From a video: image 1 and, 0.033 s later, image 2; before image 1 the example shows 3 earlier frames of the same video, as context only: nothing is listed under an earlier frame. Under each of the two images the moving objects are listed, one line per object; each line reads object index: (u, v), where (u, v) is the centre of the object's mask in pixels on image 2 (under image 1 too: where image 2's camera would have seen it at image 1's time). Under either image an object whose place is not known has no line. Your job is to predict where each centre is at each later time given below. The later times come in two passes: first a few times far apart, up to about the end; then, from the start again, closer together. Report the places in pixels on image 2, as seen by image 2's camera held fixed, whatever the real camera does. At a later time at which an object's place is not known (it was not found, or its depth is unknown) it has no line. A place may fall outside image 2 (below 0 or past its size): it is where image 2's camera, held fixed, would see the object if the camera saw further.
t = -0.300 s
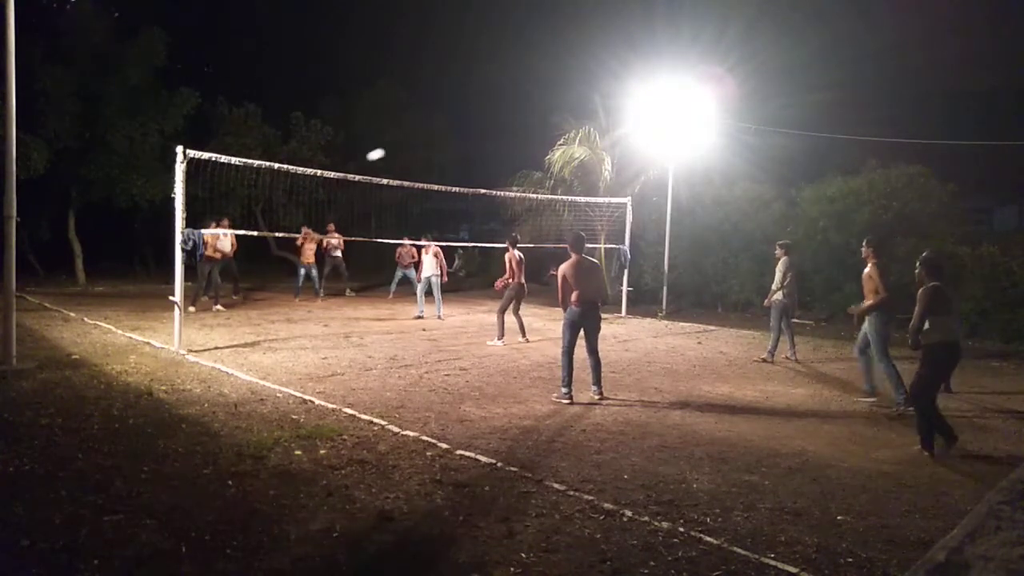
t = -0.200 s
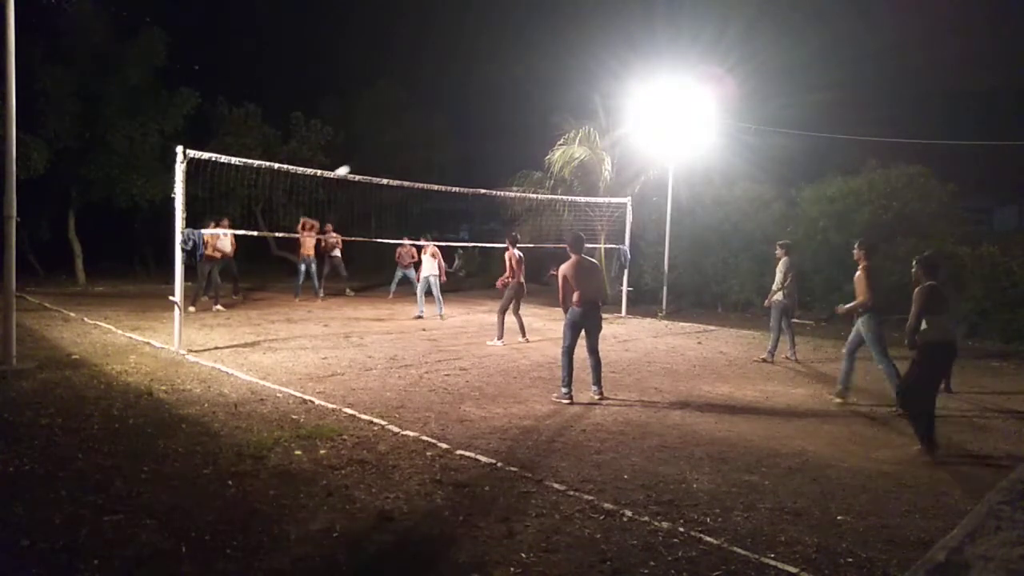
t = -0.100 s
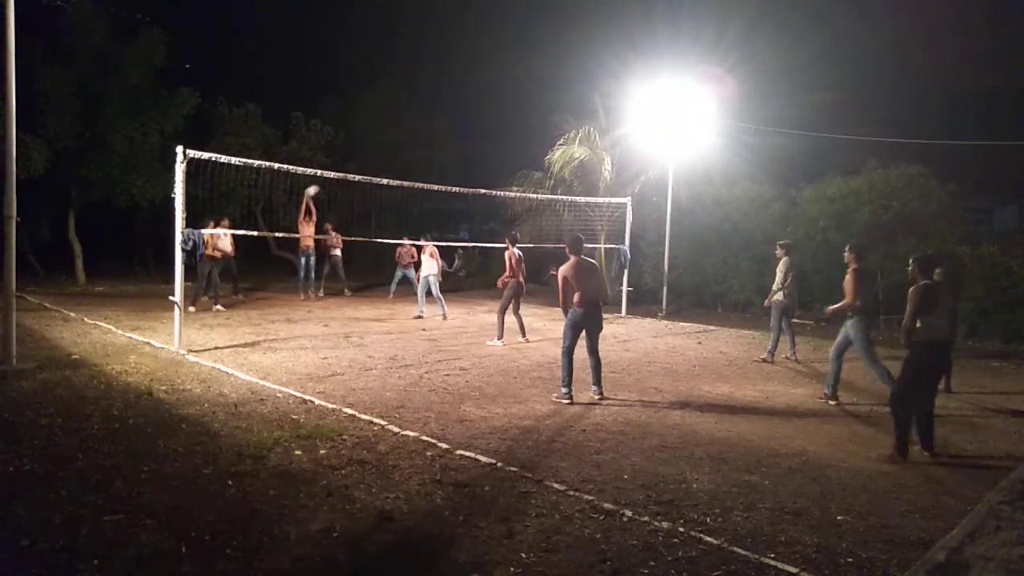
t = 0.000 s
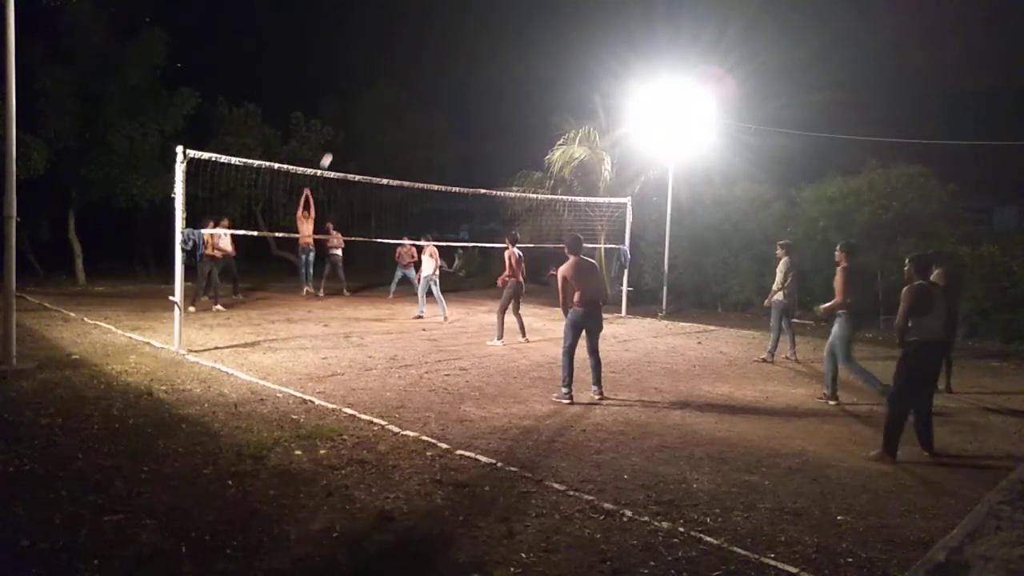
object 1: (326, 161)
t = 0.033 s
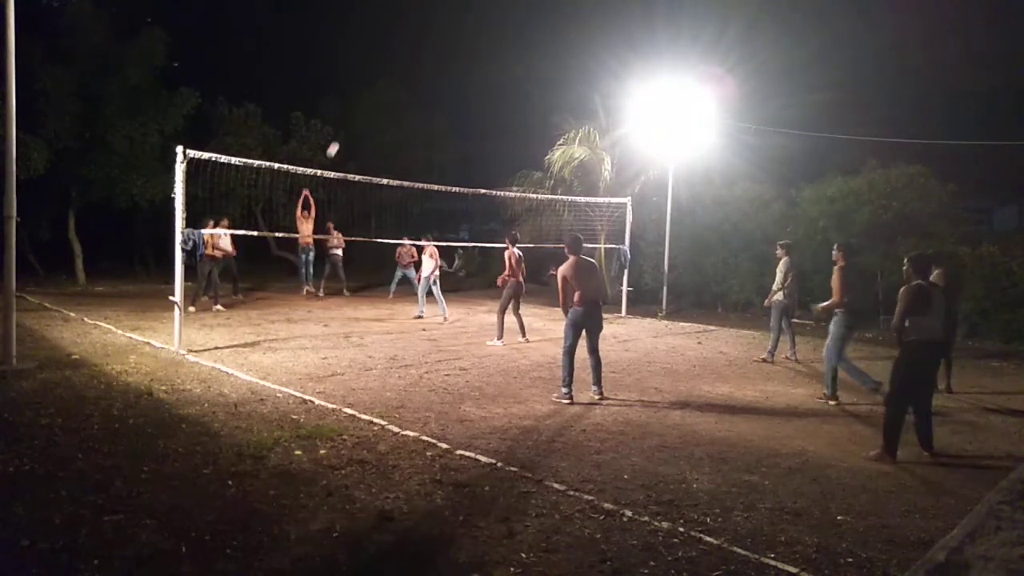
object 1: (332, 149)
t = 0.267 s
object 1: (379, 86)
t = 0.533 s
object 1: (435, 43)
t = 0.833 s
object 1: (497, 37)
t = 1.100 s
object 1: (553, 69)
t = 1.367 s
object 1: (606, 139)
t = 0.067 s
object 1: (339, 139)
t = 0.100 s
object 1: (345, 129)
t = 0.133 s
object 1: (352, 119)
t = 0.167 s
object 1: (359, 110)
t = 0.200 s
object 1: (365, 101)
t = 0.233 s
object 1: (372, 93)
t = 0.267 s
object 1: (379, 86)
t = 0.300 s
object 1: (386, 78)
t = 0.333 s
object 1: (393, 72)
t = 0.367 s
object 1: (400, 65)
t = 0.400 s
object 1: (406, 60)
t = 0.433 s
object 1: (413, 55)
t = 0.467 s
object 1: (421, 50)
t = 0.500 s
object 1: (427, 47)
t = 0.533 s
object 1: (435, 43)
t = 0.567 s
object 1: (442, 40)
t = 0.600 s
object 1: (448, 38)
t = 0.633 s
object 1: (456, 36)
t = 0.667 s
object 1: (463, 34)
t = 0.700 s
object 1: (469, 34)
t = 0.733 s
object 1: (476, 34)
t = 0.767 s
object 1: (484, 34)
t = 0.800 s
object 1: (490, 35)
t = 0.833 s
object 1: (497, 37)
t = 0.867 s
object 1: (504, 39)
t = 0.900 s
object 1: (511, 41)
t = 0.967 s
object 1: (526, 49)
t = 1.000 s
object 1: (532, 53)
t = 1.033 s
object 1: (539, 58)
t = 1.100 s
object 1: (553, 69)
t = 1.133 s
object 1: (560, 76)
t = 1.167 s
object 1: (566, 84)
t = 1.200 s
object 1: (573, 92)
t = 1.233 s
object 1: (580, 100)
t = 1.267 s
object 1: (587, 109)
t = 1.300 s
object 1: (594, 119)
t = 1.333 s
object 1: (600, 129)
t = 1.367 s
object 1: (606, 139)
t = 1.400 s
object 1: (613, 149)
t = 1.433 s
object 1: (619, 161)
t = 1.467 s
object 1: (626, 174)
